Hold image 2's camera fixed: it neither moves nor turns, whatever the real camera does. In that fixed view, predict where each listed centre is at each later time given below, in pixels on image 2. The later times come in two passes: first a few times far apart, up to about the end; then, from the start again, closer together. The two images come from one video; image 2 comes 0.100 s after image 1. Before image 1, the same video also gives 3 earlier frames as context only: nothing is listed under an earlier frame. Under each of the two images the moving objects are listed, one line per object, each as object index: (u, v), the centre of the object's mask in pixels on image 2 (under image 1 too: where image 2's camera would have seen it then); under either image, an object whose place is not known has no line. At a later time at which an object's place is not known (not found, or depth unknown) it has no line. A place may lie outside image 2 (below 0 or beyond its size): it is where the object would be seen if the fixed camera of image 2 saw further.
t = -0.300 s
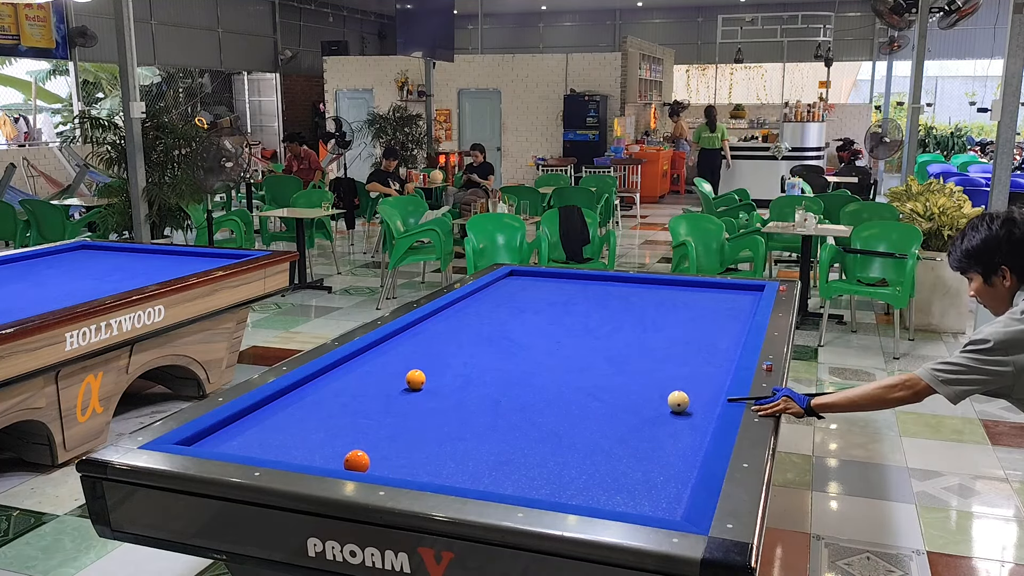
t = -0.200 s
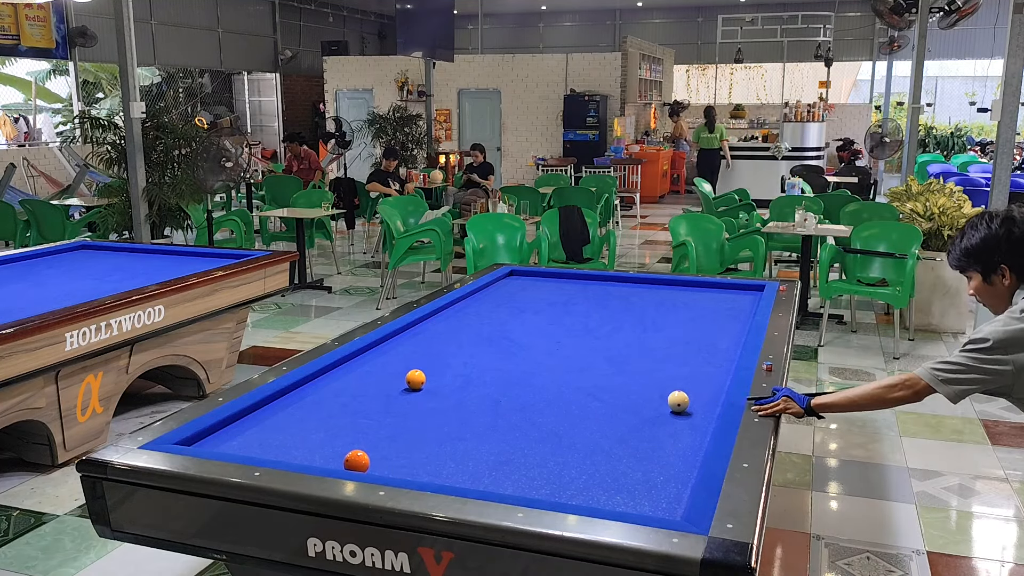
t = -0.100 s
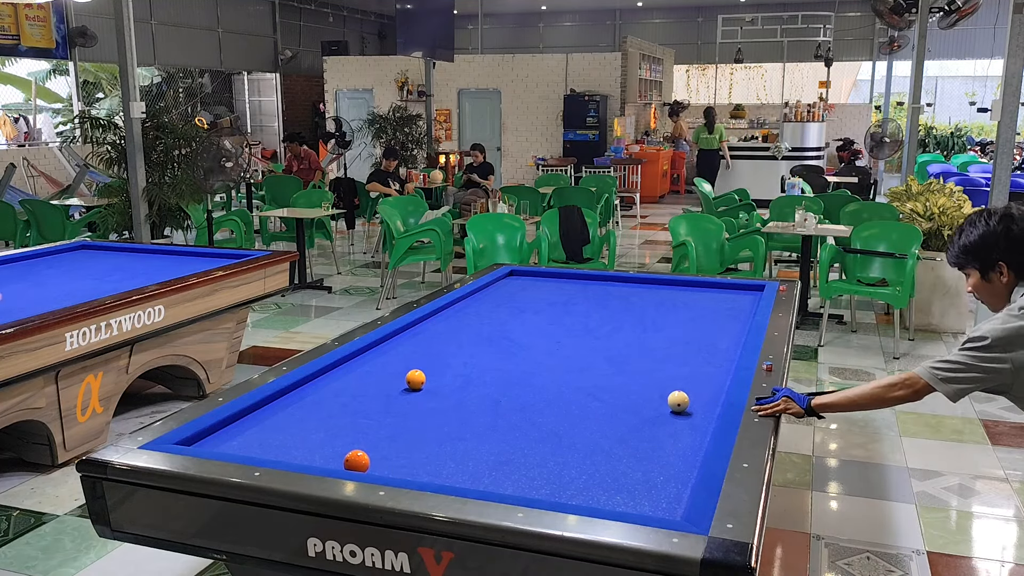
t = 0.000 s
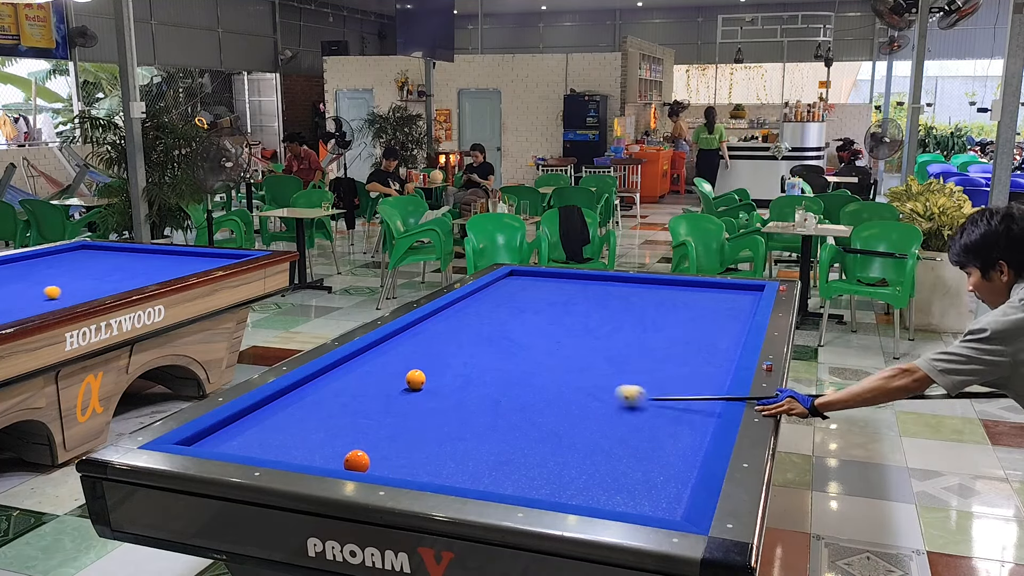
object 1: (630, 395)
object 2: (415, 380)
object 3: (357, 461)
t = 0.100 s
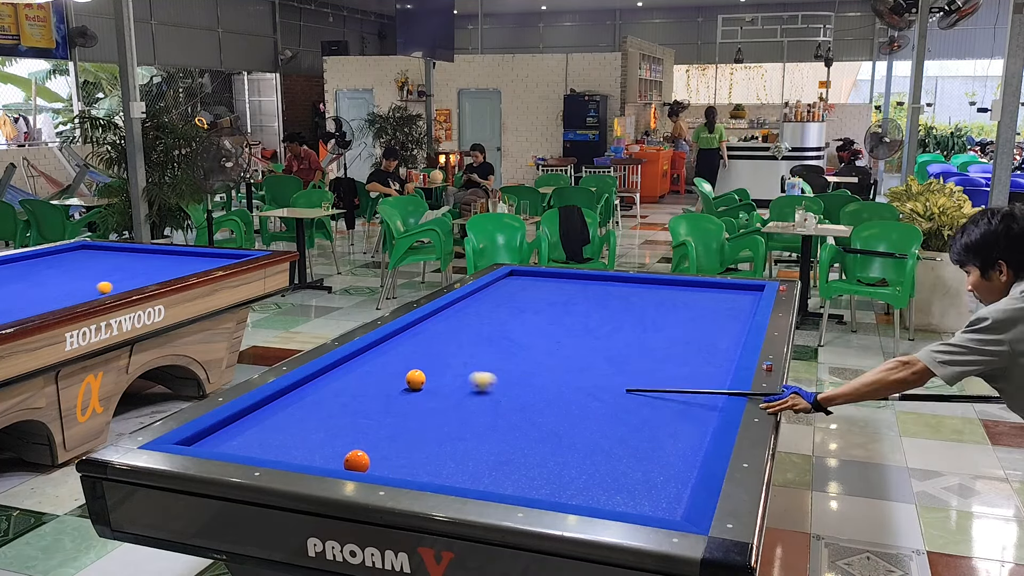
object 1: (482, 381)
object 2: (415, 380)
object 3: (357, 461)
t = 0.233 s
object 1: (415, 355)
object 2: (303, 393)
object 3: (357, 461)
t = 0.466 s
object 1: (450, 322)
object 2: (341, 447)
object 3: (357, 461)
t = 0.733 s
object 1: (545, 299)
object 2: (383, 456)
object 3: (446, 448)
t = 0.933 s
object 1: (602, 285)
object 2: (410, 461)
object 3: (501, 431)
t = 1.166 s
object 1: (652, 288)
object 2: (442, 468)
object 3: (559, 415)
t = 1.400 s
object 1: (702, 303)
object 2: (473, 475)
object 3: (610, 400)
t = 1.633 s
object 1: (739, 317)
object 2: (505, 482)
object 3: (657, 387)
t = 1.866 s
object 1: (694, 328)
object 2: (537, 488)
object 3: (698, 375)
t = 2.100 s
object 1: (649, 340)
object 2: (570, 495)
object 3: (727, 364)
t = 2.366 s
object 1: (593, 354)
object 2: (611, 502)
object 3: (714, 350)
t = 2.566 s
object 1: (546, 366)
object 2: (645, 506)
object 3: (705, 341)
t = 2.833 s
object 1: (477, 384)
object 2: (665, 507)
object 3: (694, 330)
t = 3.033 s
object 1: (420, 400)
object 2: (653, 502)
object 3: (687, 322)
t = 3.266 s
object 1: (344, 420)
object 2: (640, 496)
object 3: (680, 315)
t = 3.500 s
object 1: (259, 443)
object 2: (628, 490)
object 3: (673, 307)
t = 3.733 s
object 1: (220, 434)
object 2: (617, 484)
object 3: (666, 301)
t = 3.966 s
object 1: (258, 420)
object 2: (607, 479)
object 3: (660, 295)
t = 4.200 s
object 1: (305, 410)
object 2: (597, 474)
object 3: (655, 289)
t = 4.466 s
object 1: (354, 398)
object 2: (588, 470)
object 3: (650, 283)
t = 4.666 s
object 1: (388, 391)
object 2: (581, 467)
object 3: (644, 280)
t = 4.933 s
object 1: (430, 381)
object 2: (573, 463)
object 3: (629, 282)
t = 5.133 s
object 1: (458, 375)
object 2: (567, 461)
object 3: (618, 284)
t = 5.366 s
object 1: (490, 368)
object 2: (562, 459)
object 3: (606, 285)
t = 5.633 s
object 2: (556, 457)
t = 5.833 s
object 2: (552, 455)
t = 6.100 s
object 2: (549, 454)
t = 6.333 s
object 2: (547, 452)
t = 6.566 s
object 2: (546, 451)
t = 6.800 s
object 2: (544, 451)
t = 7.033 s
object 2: (543, 451)
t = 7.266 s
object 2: (543, 451)
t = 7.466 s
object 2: (544, 451)
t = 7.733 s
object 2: (543, 451)
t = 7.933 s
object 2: (543, 451)
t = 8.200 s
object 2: (543, 451)
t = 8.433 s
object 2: (543, 451)
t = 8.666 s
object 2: (543, 452)
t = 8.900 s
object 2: (543, 452)
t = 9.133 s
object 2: (543, 452)
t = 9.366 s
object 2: (543, 452)
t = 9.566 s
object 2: (543, 452)
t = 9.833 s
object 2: (543, 452)
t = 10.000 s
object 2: (543, 452)
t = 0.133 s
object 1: (439, 377)
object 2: (415, 380)
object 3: (357, 461)
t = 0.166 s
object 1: (428, 370)
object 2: (381, 383)
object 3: (357, 461)
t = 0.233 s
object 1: (415, 355)
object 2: (303, 393)
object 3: (357, 461)
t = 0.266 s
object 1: (410, 349)
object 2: (280, 399)
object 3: (357, 461)
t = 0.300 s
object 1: (405, 343)
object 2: (290, 406)
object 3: (357, 461)
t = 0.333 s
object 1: (400, 337)
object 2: (300, 414)
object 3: (357, 461)
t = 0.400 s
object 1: (418, 328)
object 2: (321, 431)
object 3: (357, 461)
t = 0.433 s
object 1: (435, 325)
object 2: (331, 439)
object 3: (357, 461)
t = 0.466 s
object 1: (450, 322)
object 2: (341, 447)
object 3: (357, 461)
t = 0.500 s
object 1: (464, 319)
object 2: (349, 450)
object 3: (358, 463)
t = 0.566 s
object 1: (490, 313)
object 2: (360, 453)
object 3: (385, 464)
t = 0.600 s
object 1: (502, 310)
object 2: (365, 453)
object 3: (398, 462)
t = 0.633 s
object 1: (513, 307)
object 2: (369, 454)
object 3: (412, 457)
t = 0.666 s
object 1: (524, 304)
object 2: (374, 454)
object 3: (424, 454)
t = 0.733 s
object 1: (545, 299)
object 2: (383, 456)
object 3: (446, 448)
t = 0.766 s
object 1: (555, 297)
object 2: (387, 457)
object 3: (456, 445)
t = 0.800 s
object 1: (565, 294)
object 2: (392, 458)
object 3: (465, 442)
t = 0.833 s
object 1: (575, 292)
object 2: (396, 459)
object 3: (474, 439)
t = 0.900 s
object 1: (593, 287)
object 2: (405, 461)
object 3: (492, 434)
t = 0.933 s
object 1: (602, 285)
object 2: (410, 461)
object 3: (501, 431)
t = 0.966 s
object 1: (611, 283)
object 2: (414, 462)
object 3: (510, 429)
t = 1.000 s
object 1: (620, 281)
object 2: (419, 464)
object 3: (518, 426)
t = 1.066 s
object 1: (634, 280)
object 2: (428, 465)
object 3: (535, 421)
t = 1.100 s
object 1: (640, 283)
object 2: (432, 466)
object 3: (543, 419)
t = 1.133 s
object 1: (646, 285)
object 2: (437, 467)
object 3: (551, 417)
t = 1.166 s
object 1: (652, 288)
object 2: (442, 468)
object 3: (559, 415)
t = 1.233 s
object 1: (666, 292)
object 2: (451, 470)
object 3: (574, 411)
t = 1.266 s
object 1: (673, 294)
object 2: (455, 472)
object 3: (582, 408)
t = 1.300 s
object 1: (680, 297)
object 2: (460, 472)
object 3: (589, 406)
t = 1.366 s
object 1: (695, 301)
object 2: (469, 474)
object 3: (603, 402)
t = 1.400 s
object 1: (702, 303)
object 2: (473, 475)
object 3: (610, 400)
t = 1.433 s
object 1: (710, 305)
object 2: (478, 476)
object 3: (617, 398)
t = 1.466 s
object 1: (718, 307)
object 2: (482, 477)
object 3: (624, 396)
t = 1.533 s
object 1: (735, 311)
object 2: (492, 479)
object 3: (637, 392)
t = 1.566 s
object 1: (743, 314)
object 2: (496, 480)
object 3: (644, 390)
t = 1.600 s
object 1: (747, 316)
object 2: (500, 481)
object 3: (650, 389)
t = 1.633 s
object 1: (739, 317)
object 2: (505, 482)
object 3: (657, 387)
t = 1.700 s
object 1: (725, 320)
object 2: (514, 484)
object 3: (669, 384)
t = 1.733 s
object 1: (718, 322)
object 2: (519, 485)
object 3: (675, 382)
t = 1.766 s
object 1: (713, 323)
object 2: (523, 486)
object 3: (681, 380)
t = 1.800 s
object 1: (707, 325)
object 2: (528, 486)
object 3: (687, 378)
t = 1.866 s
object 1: (694, 328)
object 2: (537, 488)
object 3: (698, 375)
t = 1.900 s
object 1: (688, 330)
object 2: (542, 489)
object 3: (704, 374)
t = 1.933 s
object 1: (682, 331)
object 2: (547, 490)
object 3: (709, 372)
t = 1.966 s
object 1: (675, 333)
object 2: (551, 491)
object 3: (715, 370)
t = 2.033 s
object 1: (663, 336)
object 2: (561, 493)
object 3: (725, 367)
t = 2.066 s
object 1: (656, 338)
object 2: (565, 494)
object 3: (729, 366)
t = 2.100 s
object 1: (649, 340)
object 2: (570, 495)
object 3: (727, 364)
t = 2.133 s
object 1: (643, 341)
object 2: (575, 496)
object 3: (725, 362)
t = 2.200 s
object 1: (629, 345)
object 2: (584, 498)
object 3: (722, 359)
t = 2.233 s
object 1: (622, 347)
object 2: (589, 499)
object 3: (720, 357)
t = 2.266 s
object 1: (615, 349)
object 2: (595, 500)
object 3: (718, 355)
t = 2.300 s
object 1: (607, 351)
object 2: (600, 500)
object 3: (717, 353)
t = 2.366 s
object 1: (593, 354)
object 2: (611, 502)
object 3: (714, 350)
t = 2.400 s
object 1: (585, 356)
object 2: (617, 502)
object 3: (712, 348)
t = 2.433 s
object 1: (578, 358)
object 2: (622, 503)
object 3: (711, 347)
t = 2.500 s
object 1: (562, 362)
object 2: (634, 504)
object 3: (708, 344)
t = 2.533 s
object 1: (554, 364)
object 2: (639, 505)
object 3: (706, 342)
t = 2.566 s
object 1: (546, 366)
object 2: (645, 506)
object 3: (705, 341)
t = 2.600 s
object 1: (538, 368)
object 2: (650, 507)
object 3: (703, 339)
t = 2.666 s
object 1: (521, 373)
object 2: (661, 508)
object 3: (701, 336)
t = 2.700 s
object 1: (513, 376)
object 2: (667, 509)
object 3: (699, 335)
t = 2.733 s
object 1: (504, 377)
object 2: (672, 510)
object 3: (698, 334)
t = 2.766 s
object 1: (495, 380)
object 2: (671, 509)
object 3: (697, 333)
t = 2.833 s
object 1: (477, 384)
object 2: (665, 507)
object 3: (694, 330)
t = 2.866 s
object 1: (468, 387)
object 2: (663, 507)
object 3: (693, 328)
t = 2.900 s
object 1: (459, 390)
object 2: (661, 506)
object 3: (692, 327)
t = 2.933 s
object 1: (449, 392)
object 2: (659, 505)
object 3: (691, 326)
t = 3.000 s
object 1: (430, 397)
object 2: (655, 503)
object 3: (688, 324)
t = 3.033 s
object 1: (420, 400)
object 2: (653, 502)
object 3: (687, 322)
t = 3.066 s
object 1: (410, 402)
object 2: (651, 502)
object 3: (686, 321)
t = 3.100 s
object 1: (399, 406)
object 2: (649, 501)
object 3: (685, 320)
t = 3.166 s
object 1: (378, 411)
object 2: (646, 499)
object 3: (683, 318)
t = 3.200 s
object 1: (367, 414)
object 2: (644, 498)
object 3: (682, 317)
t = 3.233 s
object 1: (356, 417)
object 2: (642, 497)
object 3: (681, 316)
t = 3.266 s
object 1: (344, 420)
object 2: (640, 496)
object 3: (680, 315)
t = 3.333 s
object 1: (321, 426)
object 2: (637, 494)
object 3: (678, 313)
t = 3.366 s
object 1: (309, 429)
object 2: (635, 493)
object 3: (676, 311)
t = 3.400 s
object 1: (297, 432)
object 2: (633, 492)
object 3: (676, 310)
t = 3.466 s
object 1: (272, 439)
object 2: (630, 490)
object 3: (674, 309)
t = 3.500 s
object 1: (259, 443)
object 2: (628, 490)
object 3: (673, 307)
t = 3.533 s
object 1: (247, 445)
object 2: (627, 489)
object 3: (672, 306)
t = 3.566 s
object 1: (234, 446)
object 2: (625, 488)
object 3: (671, 306)
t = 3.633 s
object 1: (226, 442)
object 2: (622, 486)
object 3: (669, 304)
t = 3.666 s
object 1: (224, 440)
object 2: (620, 485)
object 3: (668, 303)
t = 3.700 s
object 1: (223, 437)
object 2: (618, 485)
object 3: (667, 302)
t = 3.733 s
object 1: (220, 434)
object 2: (617, 484)
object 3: (666, 301)
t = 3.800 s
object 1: (220, 428)
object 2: (614, 483)
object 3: (664, 299)
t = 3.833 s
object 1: (229, 427)
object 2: (612, 482)
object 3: (664, 298)
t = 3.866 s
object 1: (236, 425)
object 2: (611, 481)
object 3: (663, 297)
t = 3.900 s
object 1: (243, 424)
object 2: (609, 481)
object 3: (662, 296)
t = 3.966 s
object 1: (258, 420)
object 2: (607, 479)
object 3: (660, 295)
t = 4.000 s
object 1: (265, 419)
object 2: (605, 478)
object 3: (660, 294)
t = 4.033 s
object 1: (272, 418)
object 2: (604, 478)
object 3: (659, 293)
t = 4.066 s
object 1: (278, 416)
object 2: (603, 477)
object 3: (658, 292)
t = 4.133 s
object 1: (292, 413)
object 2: (600, 475)
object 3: (657, 291)
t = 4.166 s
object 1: (299, 411)
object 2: (599, 475)
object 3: (656, 290)
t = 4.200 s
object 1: (305, 410)
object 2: (597, 474)
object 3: (655, 289)
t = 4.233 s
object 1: (312, 408)
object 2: (596, 474)
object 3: (655, 288)
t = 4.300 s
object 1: (324, 405)
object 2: (594, 472)
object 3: (653, 287)
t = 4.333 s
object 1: (330, 404)
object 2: (592, 472)
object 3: (653, 286)
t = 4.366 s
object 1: (337, 403)
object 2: (591, 471)
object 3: (652, 285)
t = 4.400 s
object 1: (343, 401)
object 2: (590, 471)
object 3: (651, 285)
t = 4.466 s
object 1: (354, 398)
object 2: (588, 470)
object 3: (650, 283)
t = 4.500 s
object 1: (360, 397)
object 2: (587, 469)
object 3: (649, 282)
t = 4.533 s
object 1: (366, 396)
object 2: (586, 469)
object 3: (648, 282)
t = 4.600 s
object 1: (377, 393)
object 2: (584, 468)
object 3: (647, 280)
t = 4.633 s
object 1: (383, 392)
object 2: (583, 467)
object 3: (646, 280)
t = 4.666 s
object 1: (388, 391)
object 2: (581, 467)
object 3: (644, 280)
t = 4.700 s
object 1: (394, 390)
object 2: (580, 466)
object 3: (642, 280)
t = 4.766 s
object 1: (404, 387)
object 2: (578, 465)
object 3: (638, 281)
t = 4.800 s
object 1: (410, 386)
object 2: (577, 465)
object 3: (636, 281)
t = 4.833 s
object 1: (415, 385)
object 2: (576, 465)
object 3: (635, 282)
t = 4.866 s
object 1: (420, 383)
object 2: (575, 464)
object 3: (633, 282)
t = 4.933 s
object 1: (430, 381)
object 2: (573, 463)
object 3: (629, 282)
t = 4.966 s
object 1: (435, 380)
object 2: (572, 463)
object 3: (627, 282)
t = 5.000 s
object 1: (440, 379)
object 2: (571, 463)
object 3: (625, 283)
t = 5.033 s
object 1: (445, 378)
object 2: (570, 462)
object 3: (623, 283)
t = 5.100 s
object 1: (454, 376)
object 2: (568, 461)
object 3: (620, 283)
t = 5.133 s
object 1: (458, 375)
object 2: (567, 461)
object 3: (618, 284)
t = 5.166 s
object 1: (463, 374)
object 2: (567, 461)
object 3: (616, 284)
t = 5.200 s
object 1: (468, 372)
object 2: (566, 461)
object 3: (614, 284)
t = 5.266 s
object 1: (477, 371)
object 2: (564, 460)
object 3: (611, 285)
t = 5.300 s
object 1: (481, 370)
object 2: (563, 459)
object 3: (609, 285)
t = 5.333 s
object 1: (485, 369)
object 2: (562, 459)
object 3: (607, 285)
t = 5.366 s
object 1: (490, 368)
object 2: (562, 459)
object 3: (606, 285)
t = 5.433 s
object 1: (499, 366)
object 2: (560, 458)
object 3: (602, 286)
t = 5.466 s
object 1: (503, 365)
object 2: (560, 458)
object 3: (600, 286)
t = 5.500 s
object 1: (507, 364)
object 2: (559, 458)
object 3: (599, 286)
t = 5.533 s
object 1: (511, 363)
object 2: (558, 457)
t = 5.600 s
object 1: (519, 361)
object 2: (557, 457)
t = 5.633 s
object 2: (556, 457)
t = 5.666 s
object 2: (555, 457)
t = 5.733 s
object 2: (554, 456)
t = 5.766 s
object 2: (554, 456)
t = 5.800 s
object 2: (553, 456)
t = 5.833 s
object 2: (552, 455)
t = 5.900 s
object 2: (551, 455)
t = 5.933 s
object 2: (551, 455)
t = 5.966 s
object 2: (550, 455)
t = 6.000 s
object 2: (550, 454)
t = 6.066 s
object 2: (549, 454)
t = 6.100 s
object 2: (549, 454)
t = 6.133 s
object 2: (548, 453)
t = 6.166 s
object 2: (548, 453)
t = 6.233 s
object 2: (548, 453)
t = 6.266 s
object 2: (547, 453)
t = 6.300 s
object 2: (547, 453)
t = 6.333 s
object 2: (547, 452)
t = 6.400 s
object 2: (547, 452)
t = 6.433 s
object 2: (546, 452)
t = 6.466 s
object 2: (546, 452)
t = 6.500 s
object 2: (546, 452)
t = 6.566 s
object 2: (546, 451)
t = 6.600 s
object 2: (546, 451)
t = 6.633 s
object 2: (545, 451)
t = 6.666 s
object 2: (545, 451)
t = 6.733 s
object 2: (545, 451)
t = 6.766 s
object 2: (544, 451)
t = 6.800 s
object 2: (544, 451)
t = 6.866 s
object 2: (544, 451)
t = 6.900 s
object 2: (544, 451)
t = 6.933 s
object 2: (544, 451)
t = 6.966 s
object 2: (544, 451)
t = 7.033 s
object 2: (543, 451)
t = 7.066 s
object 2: (543, 451)
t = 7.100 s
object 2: (543, 451)
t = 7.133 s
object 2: (543, 451)
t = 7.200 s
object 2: (543, 451)
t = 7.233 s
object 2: (543, 451)
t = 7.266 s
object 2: (543, 451)
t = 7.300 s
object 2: (543, 451)
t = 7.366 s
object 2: (544, 451)
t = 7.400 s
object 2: (543, 451)
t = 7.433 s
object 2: (544, 451)
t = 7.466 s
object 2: (544, 451)
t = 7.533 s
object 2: (544, 451)
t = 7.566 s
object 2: (543, 451)
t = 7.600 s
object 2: (543, 451)
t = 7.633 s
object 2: (543, 451)
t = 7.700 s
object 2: (543, 451)
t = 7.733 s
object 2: (543, 451)
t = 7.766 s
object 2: (543, 451)
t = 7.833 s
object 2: (543, 451)
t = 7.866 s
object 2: (543, 451)
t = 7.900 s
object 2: (544, 451)
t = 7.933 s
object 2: (543, 451)
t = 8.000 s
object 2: (543, 451)
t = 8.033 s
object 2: (543, 452)
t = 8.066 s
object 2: (543, 452)
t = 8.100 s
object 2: (543, 452)
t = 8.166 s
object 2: (544, 451)
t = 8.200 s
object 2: (543, 451)
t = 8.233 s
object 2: (543, 451)
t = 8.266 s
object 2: (543, 452)
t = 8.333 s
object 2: (543, 452)
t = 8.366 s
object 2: (543, 452)
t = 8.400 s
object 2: (543, 452)
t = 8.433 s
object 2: (543, 451)
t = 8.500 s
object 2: (543, 452)
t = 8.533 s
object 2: (543, 452)
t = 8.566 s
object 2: (543, 452)
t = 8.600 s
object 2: (543, 452)
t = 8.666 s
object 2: (543, 452)
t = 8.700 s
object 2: (543, 452)
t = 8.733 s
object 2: (543, 452)
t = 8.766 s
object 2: (543, 452)
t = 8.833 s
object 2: (543, 452)
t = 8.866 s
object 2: (543, 452)
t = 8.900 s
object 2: (543, 452)
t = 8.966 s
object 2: (543, 452)
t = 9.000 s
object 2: (543, 452)
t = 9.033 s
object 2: (543, 452)
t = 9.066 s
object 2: (543, 452)
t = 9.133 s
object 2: (543, 452)
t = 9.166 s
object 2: (543, 452)
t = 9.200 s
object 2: (543, 452)
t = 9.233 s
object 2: (543, 452)
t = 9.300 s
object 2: (543, 452)
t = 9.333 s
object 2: (543, 452)
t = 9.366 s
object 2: (543, 452)
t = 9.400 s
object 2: (543, 452)
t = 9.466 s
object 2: (543, 452)
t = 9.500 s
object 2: (543, 452)
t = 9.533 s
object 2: (543, 452)
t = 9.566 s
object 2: (543, 452)
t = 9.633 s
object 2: (543, 452)
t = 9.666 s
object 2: (543, 452)
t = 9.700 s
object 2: (543, 452)
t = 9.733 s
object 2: (543, 451)
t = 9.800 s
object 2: (543, 451)
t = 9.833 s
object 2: (543, 452)
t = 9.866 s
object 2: (543, 452)
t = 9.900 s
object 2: (543, 452)
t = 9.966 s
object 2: (543, 452)
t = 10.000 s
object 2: (543, 452)
